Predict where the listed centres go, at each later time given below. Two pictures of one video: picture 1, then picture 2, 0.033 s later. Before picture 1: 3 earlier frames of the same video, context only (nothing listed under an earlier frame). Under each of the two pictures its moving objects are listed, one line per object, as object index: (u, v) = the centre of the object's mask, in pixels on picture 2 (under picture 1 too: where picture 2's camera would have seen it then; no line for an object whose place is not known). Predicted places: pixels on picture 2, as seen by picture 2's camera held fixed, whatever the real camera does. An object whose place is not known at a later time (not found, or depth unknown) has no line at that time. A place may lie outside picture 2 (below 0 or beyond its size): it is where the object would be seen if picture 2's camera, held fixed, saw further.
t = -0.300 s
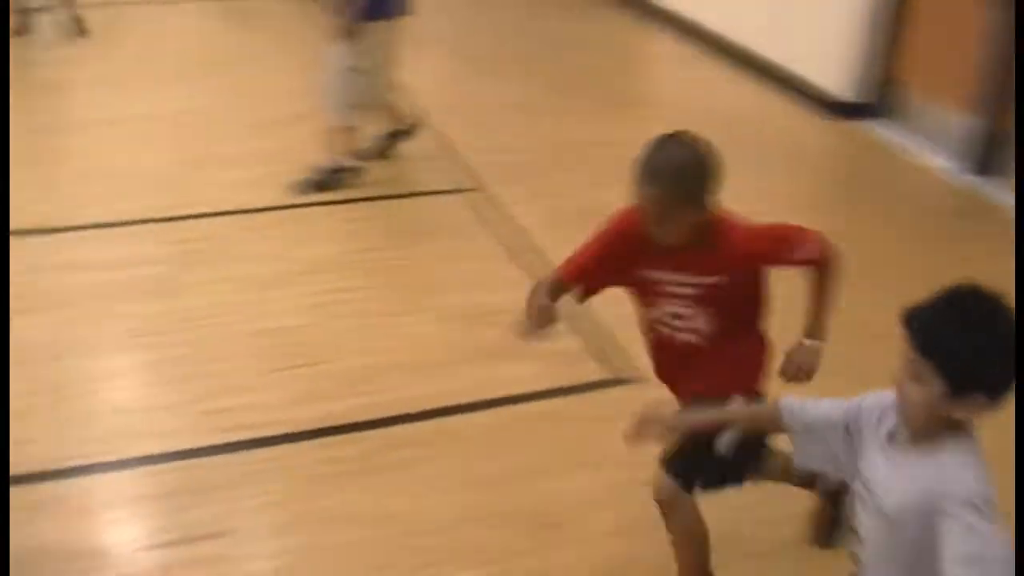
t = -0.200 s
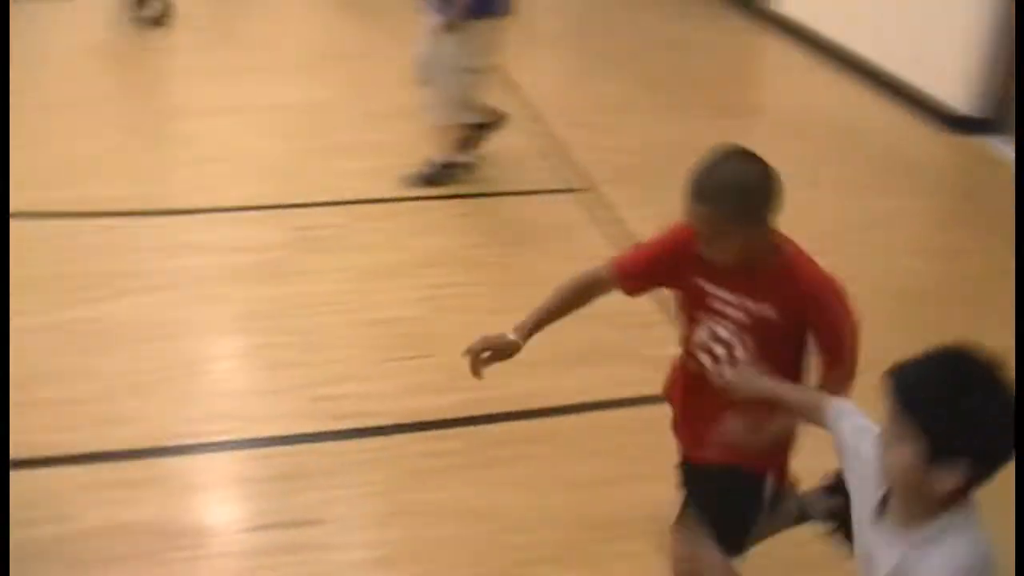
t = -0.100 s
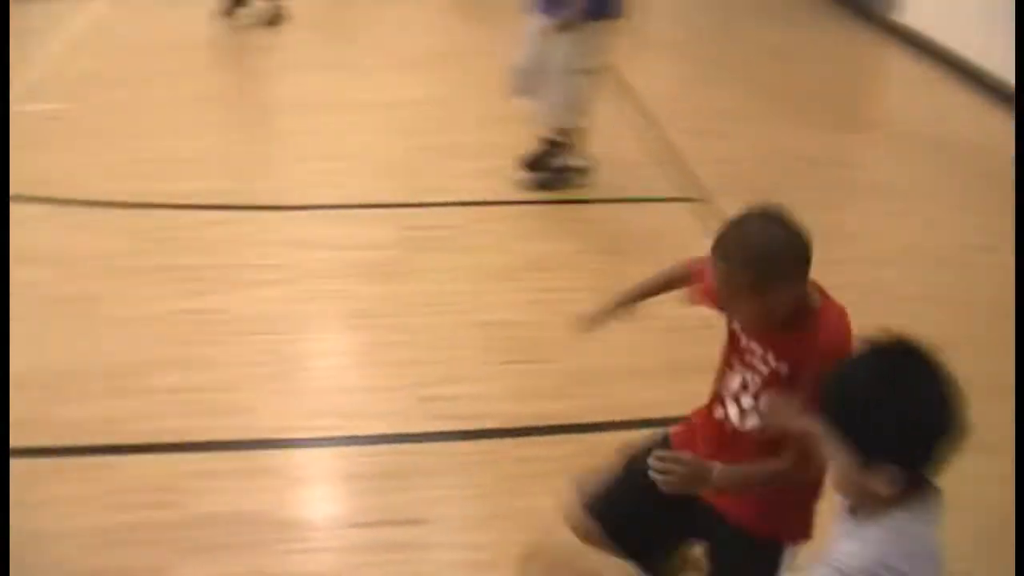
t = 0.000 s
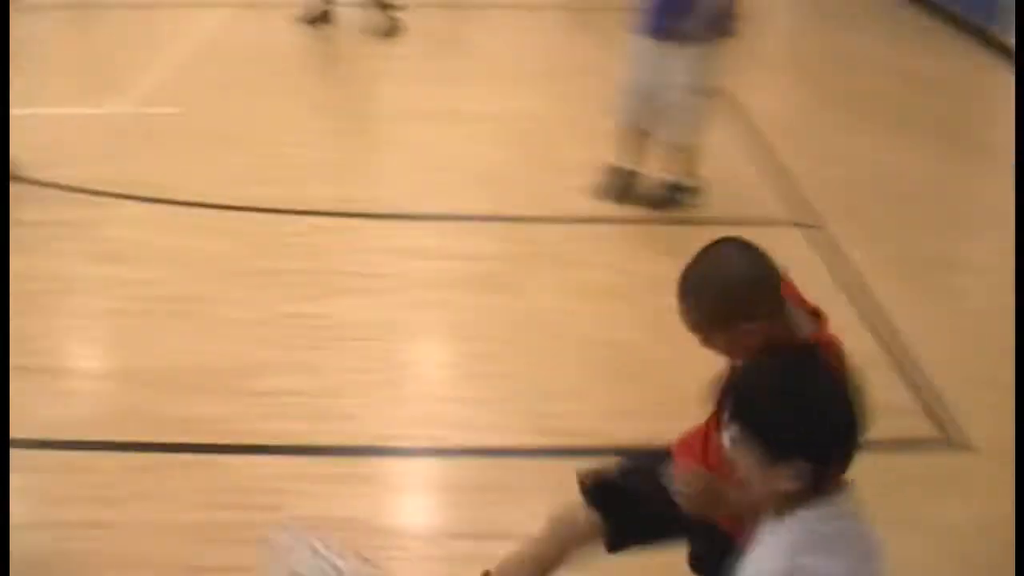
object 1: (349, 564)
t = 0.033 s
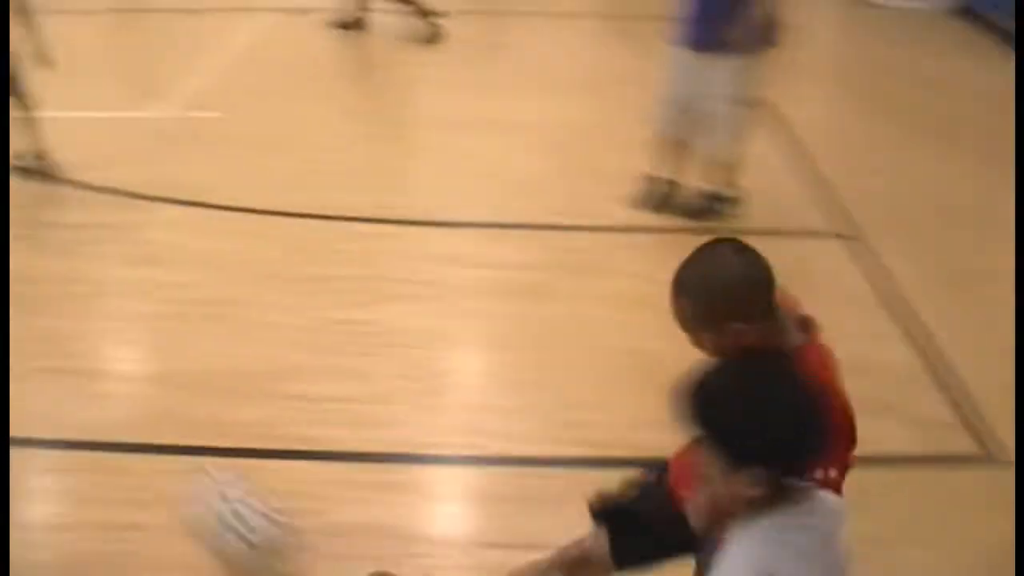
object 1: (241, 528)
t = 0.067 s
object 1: (141, 476)
